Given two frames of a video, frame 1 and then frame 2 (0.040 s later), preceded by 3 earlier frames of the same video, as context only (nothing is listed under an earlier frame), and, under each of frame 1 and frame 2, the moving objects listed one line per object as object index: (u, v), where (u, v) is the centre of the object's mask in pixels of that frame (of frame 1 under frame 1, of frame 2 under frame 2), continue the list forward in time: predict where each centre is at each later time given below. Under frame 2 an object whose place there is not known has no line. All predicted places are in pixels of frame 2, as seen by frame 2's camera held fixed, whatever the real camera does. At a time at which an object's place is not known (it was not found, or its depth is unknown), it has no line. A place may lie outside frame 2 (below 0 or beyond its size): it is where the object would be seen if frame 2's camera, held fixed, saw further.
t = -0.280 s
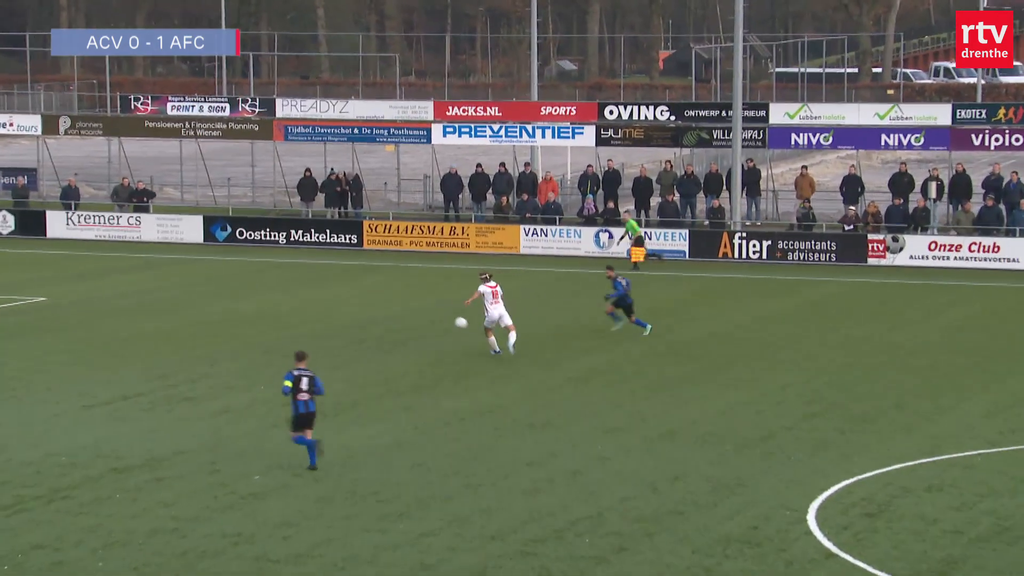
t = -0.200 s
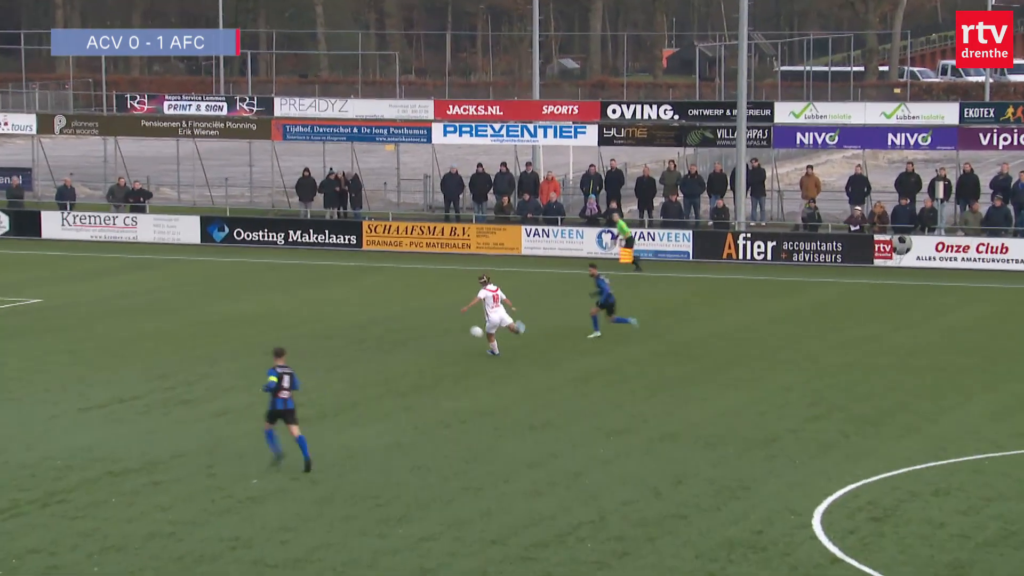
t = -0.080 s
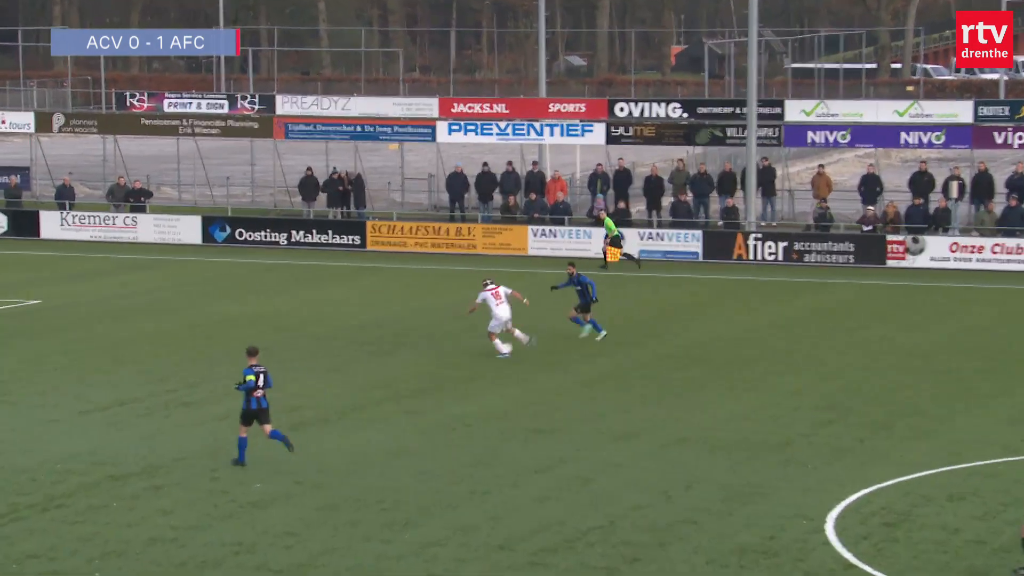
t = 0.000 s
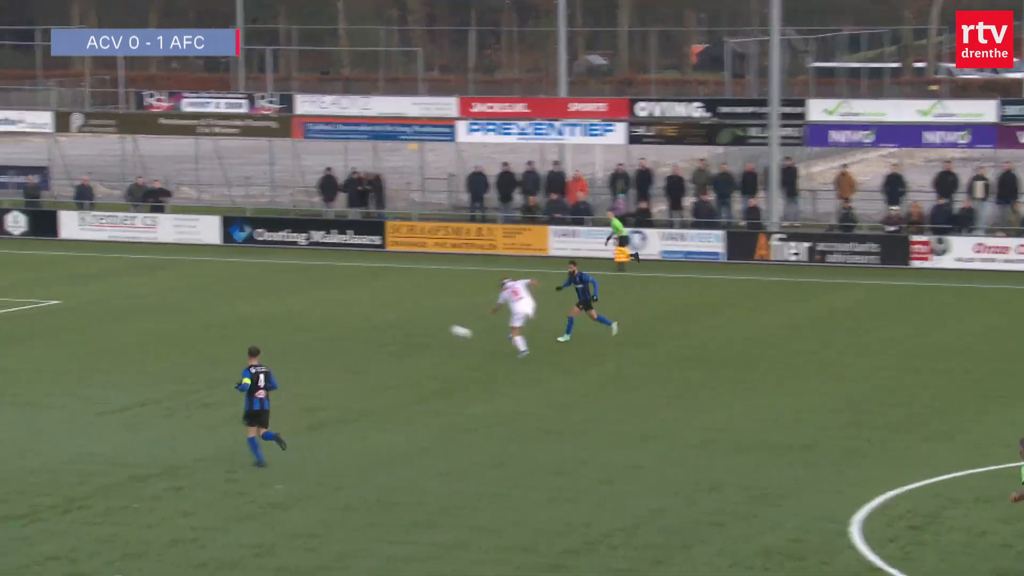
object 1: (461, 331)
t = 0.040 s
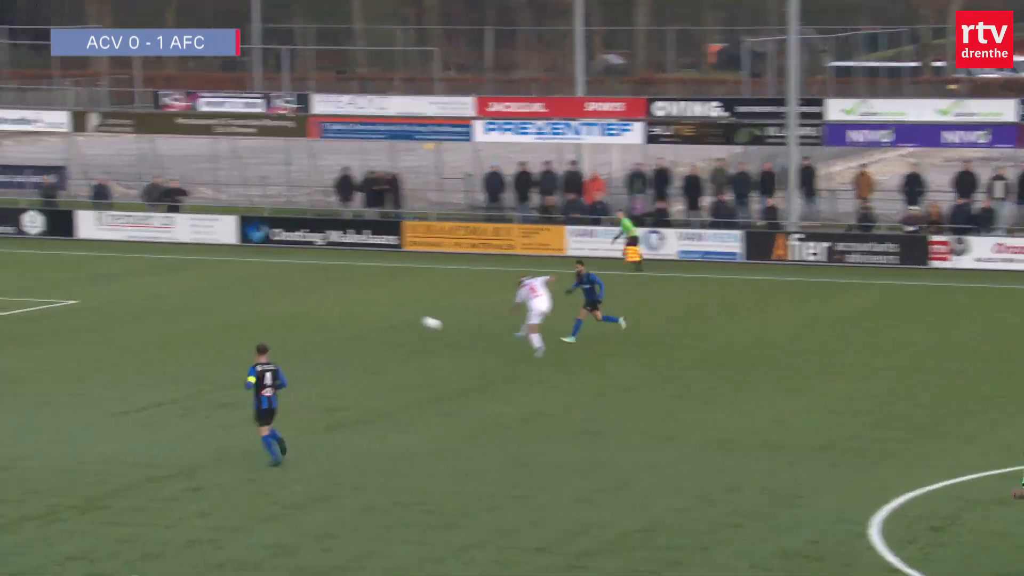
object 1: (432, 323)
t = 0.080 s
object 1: (388, 315)
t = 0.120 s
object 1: (345, 309)
